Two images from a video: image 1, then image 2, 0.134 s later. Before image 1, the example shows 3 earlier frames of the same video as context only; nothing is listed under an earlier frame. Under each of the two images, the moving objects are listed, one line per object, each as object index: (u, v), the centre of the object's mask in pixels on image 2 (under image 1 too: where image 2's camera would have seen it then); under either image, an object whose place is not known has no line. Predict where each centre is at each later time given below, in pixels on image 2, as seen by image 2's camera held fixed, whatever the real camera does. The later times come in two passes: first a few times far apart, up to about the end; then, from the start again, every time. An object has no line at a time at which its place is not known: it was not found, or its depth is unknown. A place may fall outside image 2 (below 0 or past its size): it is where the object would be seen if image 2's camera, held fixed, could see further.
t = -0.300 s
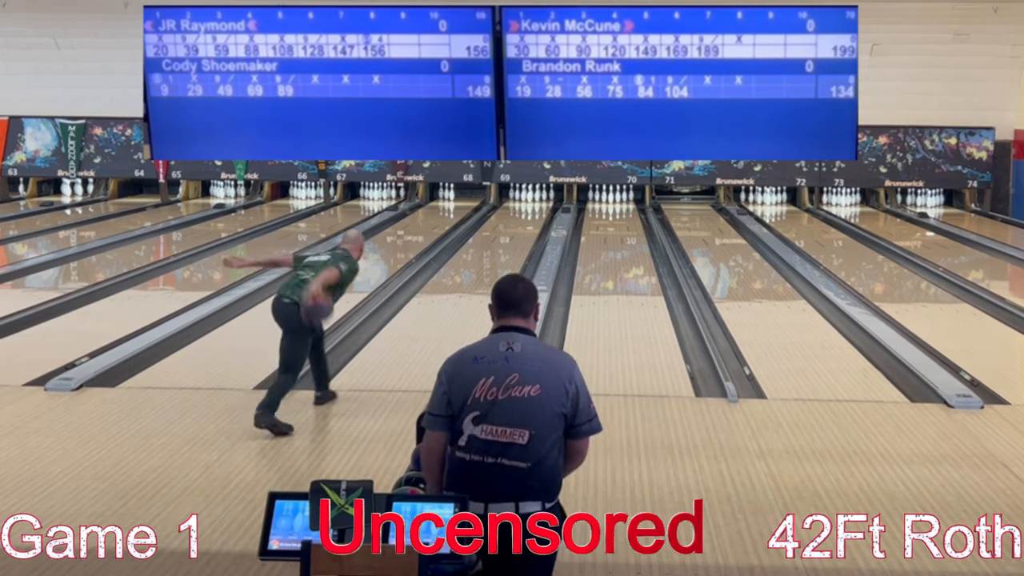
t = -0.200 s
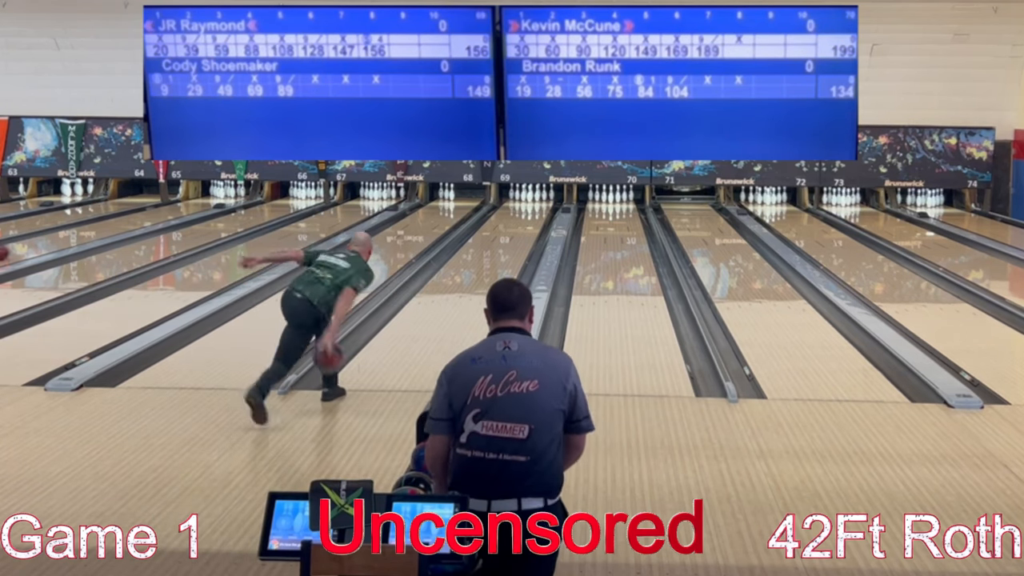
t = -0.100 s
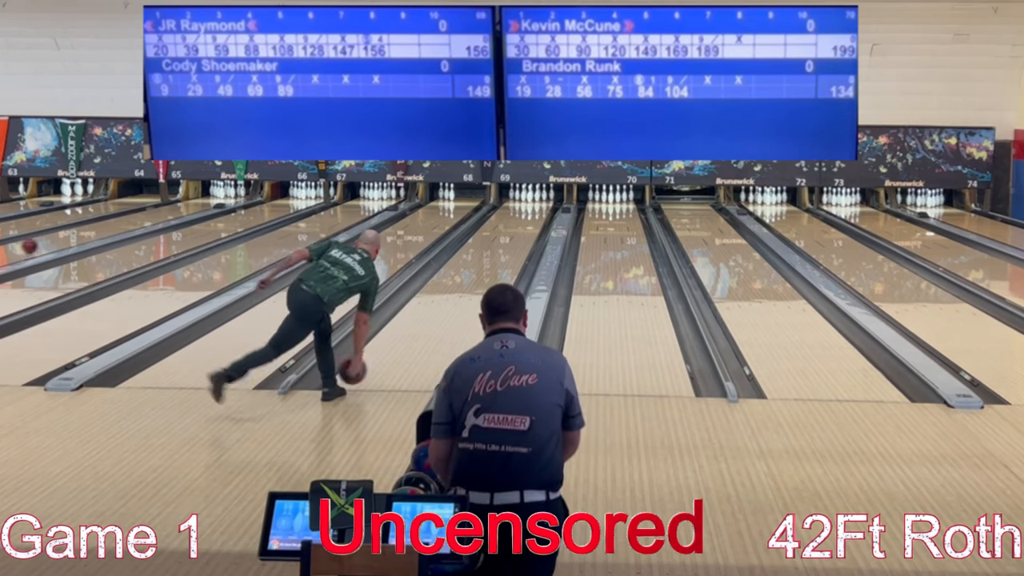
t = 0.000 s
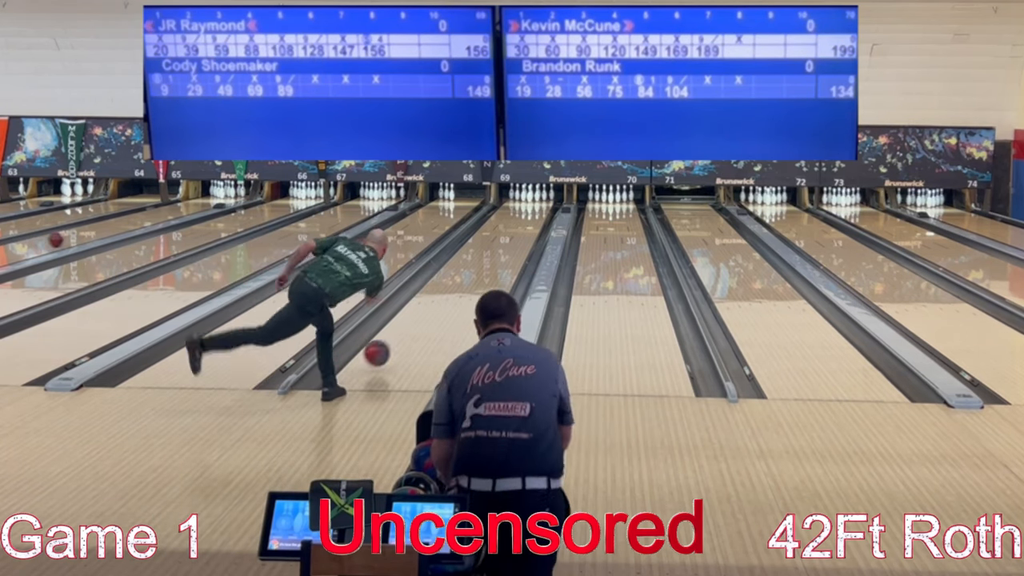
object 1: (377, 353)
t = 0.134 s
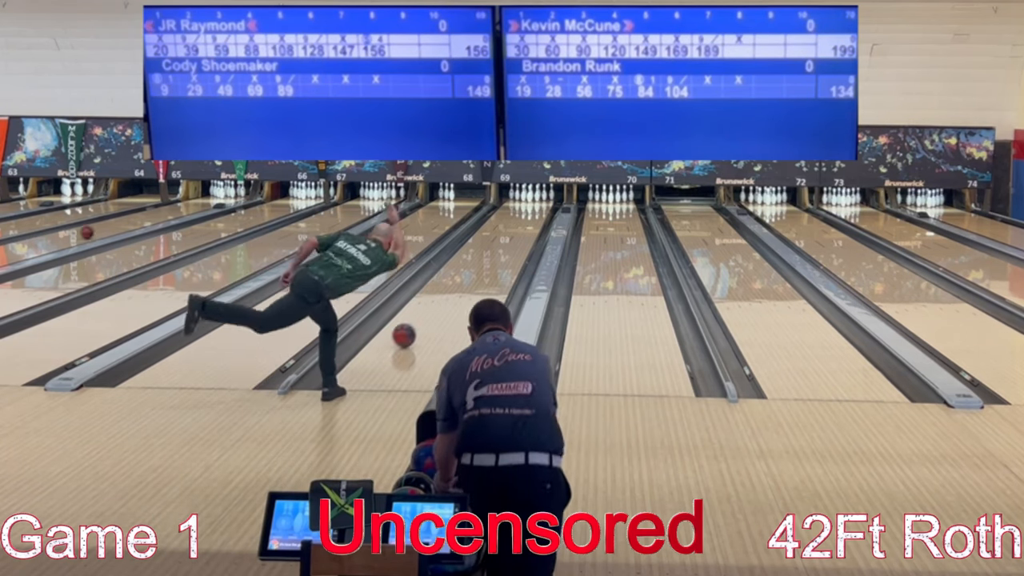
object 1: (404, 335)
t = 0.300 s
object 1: (431, 312)
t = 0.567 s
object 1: (465, 283)
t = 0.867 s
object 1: (492, 259)
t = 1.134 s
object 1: (511, 242)
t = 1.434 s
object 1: (526, 228)
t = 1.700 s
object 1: (534, 217)
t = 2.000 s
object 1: (538, 207)
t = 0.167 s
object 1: (410, 330)
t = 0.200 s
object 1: (415, 325)
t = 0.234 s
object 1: (421, 321)
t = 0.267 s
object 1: (426, 316)
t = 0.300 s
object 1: (431, 312)
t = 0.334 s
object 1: (436, 308)
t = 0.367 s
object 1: (440, 304)
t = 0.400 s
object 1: (445, 300)
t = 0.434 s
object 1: (449, 297)
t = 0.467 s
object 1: (453, 293)
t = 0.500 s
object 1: (457, 290)
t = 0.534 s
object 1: (461, 286)
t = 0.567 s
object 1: (465, 283)
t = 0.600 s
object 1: (468, 280)
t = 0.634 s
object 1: (472, 277)
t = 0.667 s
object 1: (475, 274)
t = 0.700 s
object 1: (478, 271)
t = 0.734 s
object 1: (481, 269)
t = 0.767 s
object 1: (484, 266)
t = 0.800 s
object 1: (487, 264)
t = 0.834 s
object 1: (489, 261)
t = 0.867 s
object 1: (492, 259)
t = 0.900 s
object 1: (495, 257)
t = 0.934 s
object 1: (497, 254)
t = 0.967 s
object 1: (500, 252)
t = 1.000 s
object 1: (502, 250)
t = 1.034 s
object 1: (504, 248)
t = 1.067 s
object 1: (506, 246)
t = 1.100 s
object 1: (508, 244)
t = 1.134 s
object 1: (511, 242)
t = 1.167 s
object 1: (513, 240)
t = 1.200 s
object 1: (514, 239)
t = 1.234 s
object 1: (516, 237)
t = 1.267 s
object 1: (518, 235)
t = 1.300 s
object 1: (520, 234)
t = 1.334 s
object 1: (521, 232)
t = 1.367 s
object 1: (523, 231)
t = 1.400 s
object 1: (524, 229)
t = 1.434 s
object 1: (526, 228)
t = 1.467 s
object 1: (527, 226)
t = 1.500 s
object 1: (528, 225)
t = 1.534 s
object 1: (530, 224)
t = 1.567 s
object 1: (531, 222)
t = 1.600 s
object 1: (532, 221)
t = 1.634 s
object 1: (533, 220)
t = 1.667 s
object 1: (534, 218)
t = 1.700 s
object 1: (534, 217)
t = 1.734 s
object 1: (535, 216)
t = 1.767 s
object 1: (536, 214)
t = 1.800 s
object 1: (536, 214)
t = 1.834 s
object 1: (537, 213)
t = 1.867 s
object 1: (537, 212)
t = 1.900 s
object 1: (537, 211)
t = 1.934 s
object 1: (537, 210)
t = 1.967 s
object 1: (537, 209)
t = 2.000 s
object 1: (538, 207)
